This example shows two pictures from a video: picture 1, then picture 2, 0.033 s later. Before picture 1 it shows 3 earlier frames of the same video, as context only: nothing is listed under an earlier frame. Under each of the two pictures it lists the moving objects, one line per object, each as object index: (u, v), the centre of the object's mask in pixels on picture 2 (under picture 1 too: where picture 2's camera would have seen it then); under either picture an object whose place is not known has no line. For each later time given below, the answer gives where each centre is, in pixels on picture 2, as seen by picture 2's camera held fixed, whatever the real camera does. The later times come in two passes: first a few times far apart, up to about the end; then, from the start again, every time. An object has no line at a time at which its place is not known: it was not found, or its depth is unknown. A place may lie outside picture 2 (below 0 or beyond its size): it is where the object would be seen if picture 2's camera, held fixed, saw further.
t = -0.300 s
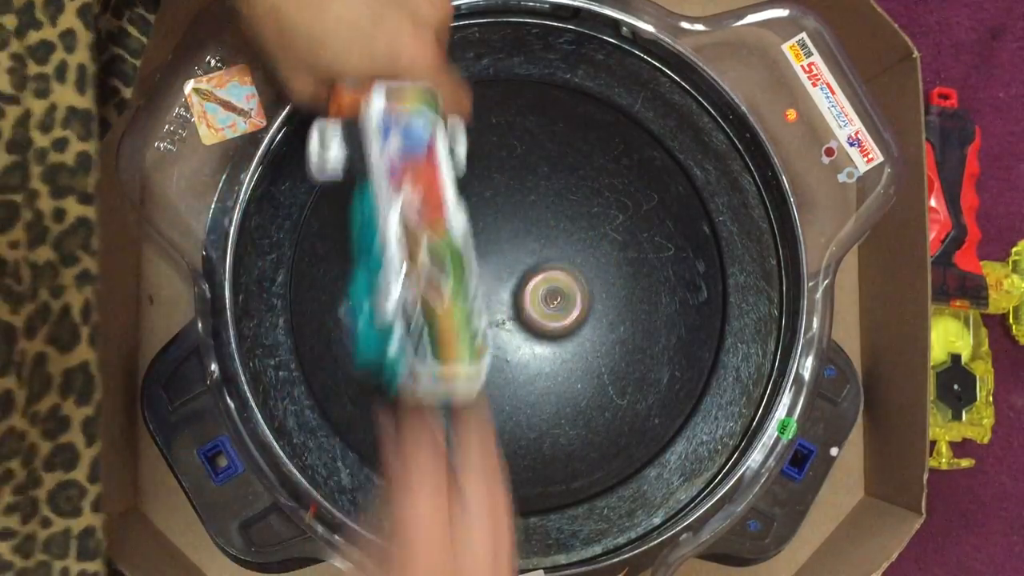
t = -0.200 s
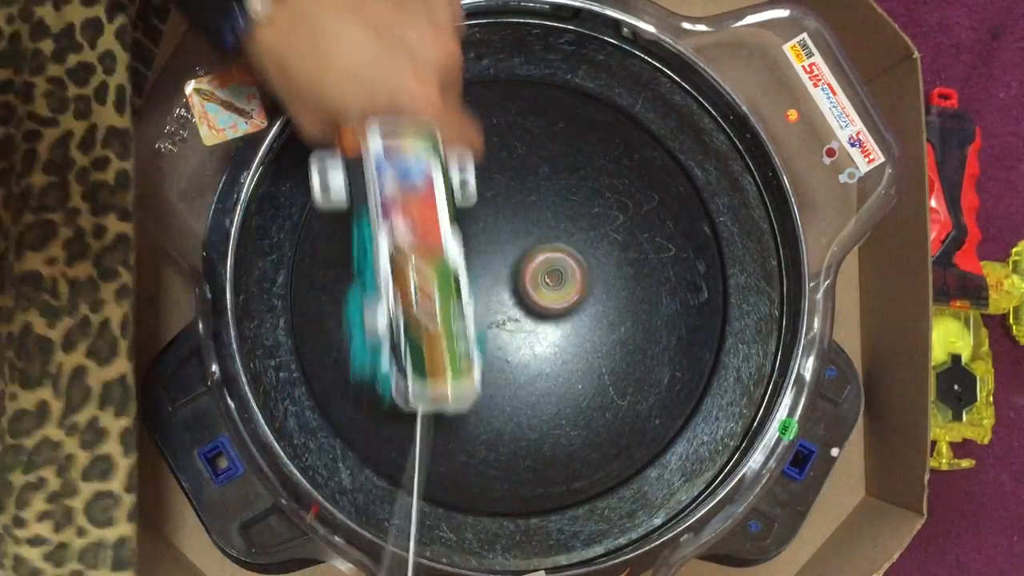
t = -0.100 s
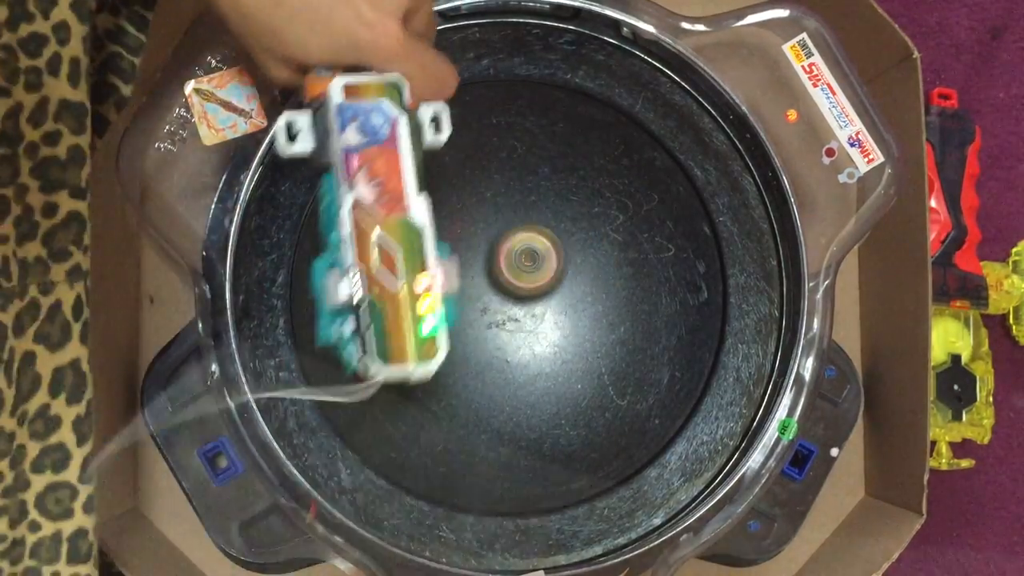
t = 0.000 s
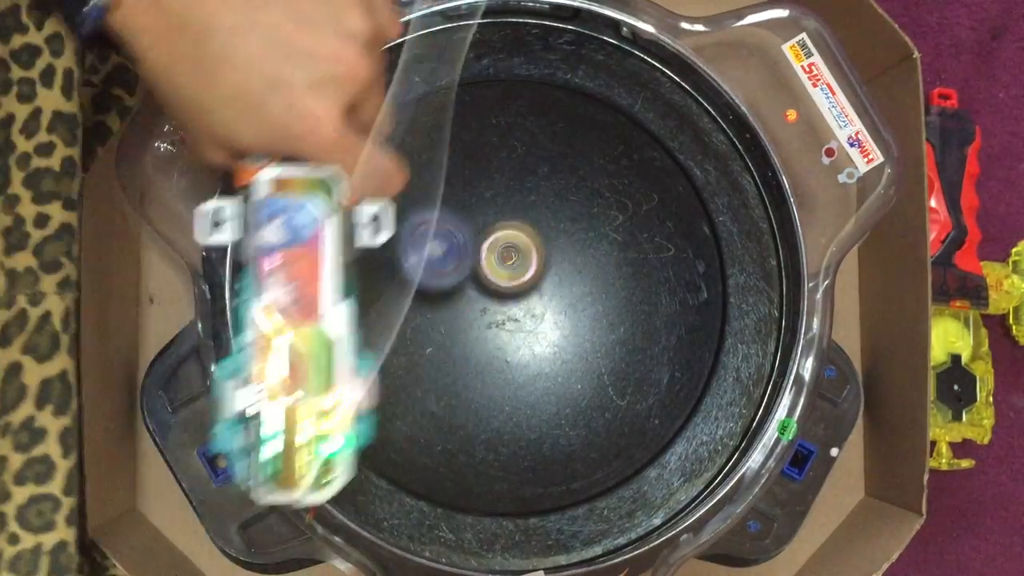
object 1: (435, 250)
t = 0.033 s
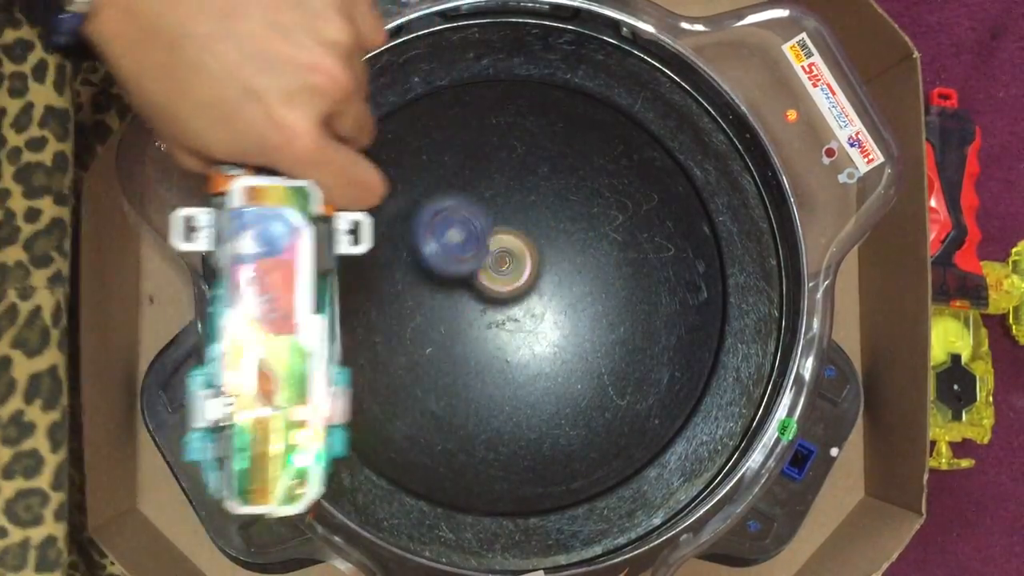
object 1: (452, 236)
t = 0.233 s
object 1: (534, 41)
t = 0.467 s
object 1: (531, 252)
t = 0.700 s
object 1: (551, 224)
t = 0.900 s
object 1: (556, 128)
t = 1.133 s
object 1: (530, 100)
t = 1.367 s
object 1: (521, 196)
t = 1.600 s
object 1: (582, 311)
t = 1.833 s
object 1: (652, 334)
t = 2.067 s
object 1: (649, 300)
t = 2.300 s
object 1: (590, 298)
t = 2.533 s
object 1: (546, 365)
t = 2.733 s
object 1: (542, 416)
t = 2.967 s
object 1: (545, 413)
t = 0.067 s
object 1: (472, 220)
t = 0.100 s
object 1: (487, 174)
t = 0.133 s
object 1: (499, 130)
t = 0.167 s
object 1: (512, 95)
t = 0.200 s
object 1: (523, 66)
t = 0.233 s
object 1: (534, 41)
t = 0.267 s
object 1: (538, 56)
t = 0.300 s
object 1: (540, 77)
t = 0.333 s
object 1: (541, 108)
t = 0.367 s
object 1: (540, 142)
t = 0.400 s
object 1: (539, 177)
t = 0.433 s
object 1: (536, 212)
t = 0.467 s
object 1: (531, 252)
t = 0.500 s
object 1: (527, 292)
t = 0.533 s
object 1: (530, 296)
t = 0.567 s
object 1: (533, 286)
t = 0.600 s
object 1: (540, 271)
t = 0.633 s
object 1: (544, 257)
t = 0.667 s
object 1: (548, 240)
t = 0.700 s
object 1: (551, 224)
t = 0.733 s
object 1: (554, 208)
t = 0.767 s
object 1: (557, 190)
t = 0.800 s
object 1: (558, 172)
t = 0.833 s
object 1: (558, 156)
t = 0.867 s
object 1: (558, 141)
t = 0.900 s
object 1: (556, 128)
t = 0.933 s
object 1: (554, 116)
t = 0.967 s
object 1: (552, 105)
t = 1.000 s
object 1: (548, 98)
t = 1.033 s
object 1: (544, 95)
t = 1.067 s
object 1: (539, 93)
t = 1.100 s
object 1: (535, 96)
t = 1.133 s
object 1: (530, 100)
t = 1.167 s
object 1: (526, 107)
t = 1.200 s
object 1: (523, 118)
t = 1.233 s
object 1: (520, 130)
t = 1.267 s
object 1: (518, 145)
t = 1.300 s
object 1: (517, 161)
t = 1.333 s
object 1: (518, 178)
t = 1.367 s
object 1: (521, 196)
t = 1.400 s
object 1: (525, 215)
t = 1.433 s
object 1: (532, 234)
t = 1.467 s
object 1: (539, 252)
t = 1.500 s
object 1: (548, 270)
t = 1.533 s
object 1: (557, 285)
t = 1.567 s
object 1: (569, 298)
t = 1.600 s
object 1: (582, 311)
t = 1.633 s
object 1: (595, 320)
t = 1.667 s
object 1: (606, 327)
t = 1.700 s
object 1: (618, 332)
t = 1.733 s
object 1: (629, 335)
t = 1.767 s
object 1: (639, 337)
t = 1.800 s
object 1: (646, 336)
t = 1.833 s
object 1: (652, 334)
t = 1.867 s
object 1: (657, 331)
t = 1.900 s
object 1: (659, 328)
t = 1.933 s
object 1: (661, 322)
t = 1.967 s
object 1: (660, 316)
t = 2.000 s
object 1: (658, 311)
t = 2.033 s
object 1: (654, 305)
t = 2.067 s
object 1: (649, 300)
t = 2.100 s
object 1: (643, 296)
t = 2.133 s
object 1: (635, 293)
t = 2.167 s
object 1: (627, 290)
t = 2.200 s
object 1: (619, 290)
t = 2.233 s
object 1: (610, 291)
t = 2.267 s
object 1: (600, 294)
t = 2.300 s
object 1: (590, 298)
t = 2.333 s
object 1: (581, 303)
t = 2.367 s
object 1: (571, 309)
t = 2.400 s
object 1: (564, 317)
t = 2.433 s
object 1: (559, 328)
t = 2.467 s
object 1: (553, 342)
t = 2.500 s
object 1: (549, 354)
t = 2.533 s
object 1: (546, 365)
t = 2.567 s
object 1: (544, 377)
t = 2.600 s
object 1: (543, 385)
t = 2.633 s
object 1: (542, 395)
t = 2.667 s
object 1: (541, 404)
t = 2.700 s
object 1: (541, 410)
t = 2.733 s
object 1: (542, 416)
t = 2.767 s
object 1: (543, 420)
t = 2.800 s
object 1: (544, 423)
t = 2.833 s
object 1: (546, 424)
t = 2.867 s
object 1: (547, 424)
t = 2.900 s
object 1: (547, 422)
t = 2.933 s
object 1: (547, 419)
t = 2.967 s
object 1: (545, 413)
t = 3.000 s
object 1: (543, 409)
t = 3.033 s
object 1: (541, 403)
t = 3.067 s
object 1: (539, 397)
